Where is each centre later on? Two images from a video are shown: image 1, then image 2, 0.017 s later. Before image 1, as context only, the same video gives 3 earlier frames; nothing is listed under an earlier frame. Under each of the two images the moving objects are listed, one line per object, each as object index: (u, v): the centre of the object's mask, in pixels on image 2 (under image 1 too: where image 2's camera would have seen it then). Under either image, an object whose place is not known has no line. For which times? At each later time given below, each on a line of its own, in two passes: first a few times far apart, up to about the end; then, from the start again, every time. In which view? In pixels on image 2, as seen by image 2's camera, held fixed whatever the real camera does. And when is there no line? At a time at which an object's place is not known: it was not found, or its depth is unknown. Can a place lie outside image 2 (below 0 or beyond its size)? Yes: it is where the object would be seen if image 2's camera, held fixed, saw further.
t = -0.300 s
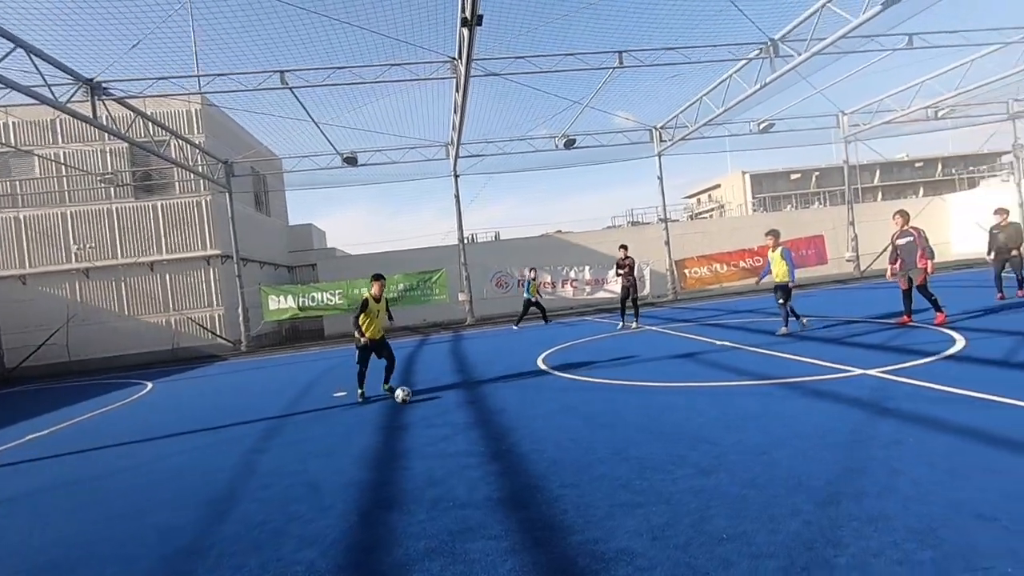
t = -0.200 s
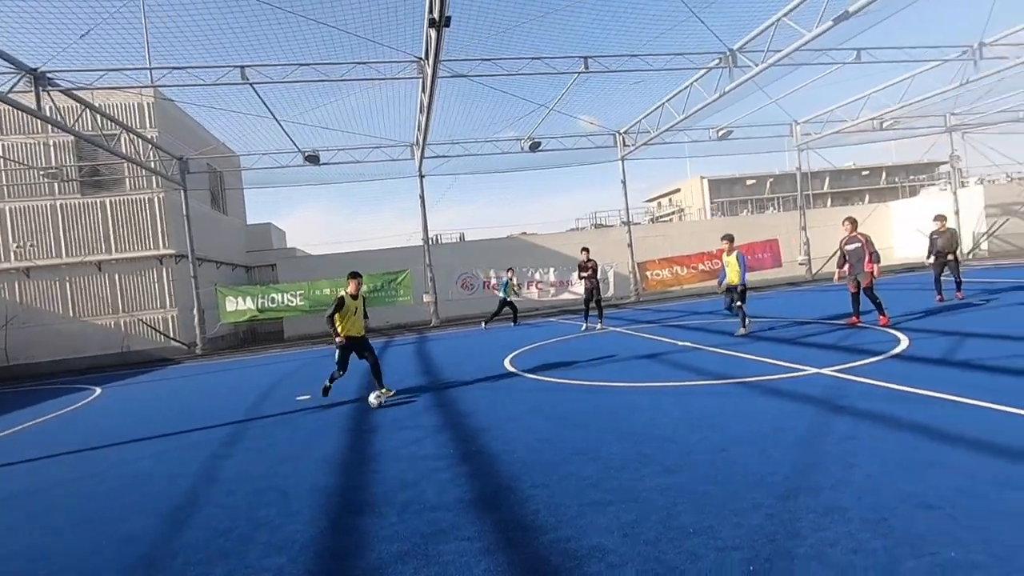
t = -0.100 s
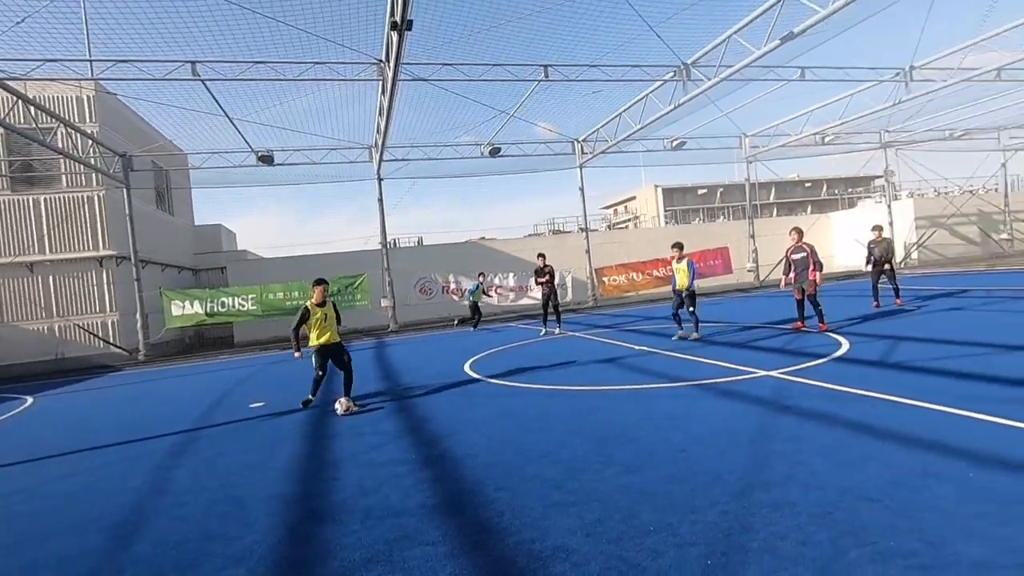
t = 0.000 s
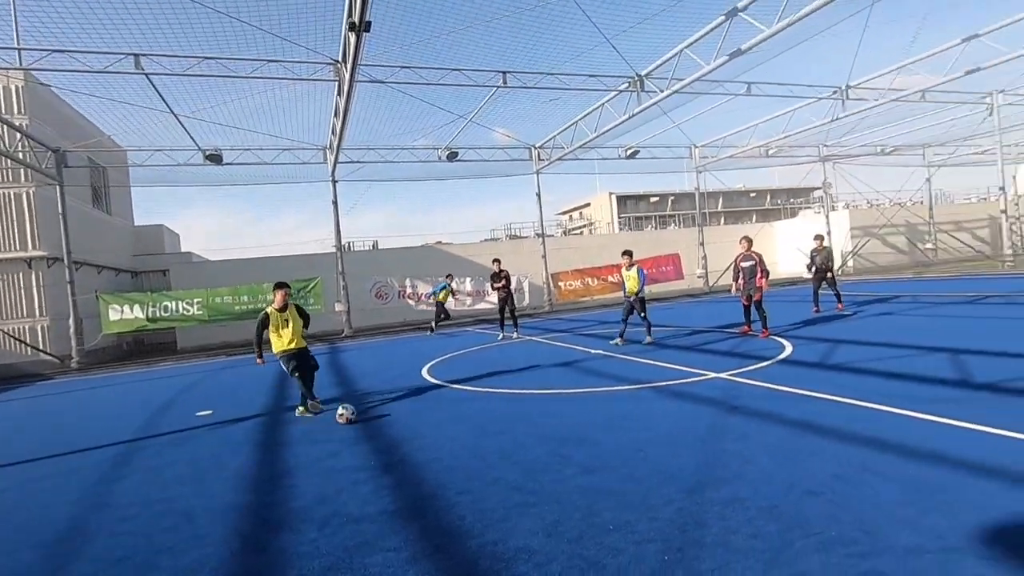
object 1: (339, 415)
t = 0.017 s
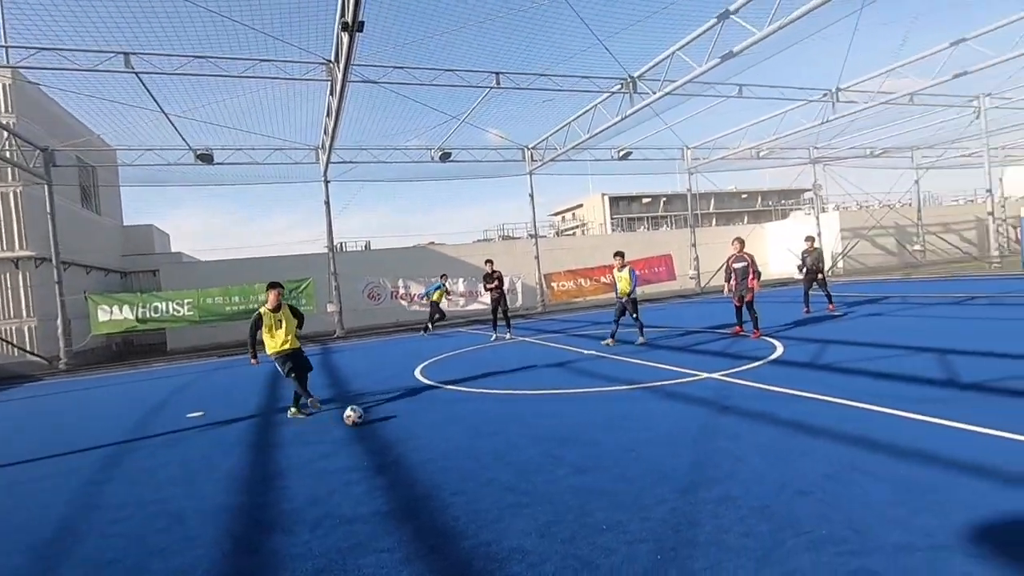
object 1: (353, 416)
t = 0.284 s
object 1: (637, 420)
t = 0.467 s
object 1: (869, 421)
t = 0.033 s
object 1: (369, 417)
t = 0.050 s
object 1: (385, 417)
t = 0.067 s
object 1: (400, 416)
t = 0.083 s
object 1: (417, 417)
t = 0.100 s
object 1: (434, 417)
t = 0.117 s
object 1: (451, 418)
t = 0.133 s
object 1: (468, 418)
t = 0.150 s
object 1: (486, 418)
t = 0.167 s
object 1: (504, 419)
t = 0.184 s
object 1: (523, 419)
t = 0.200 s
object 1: (541, 419)
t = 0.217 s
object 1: (560, 419)
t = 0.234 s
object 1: (579, 420)
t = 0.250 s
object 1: (598, 420)
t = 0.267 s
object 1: (618, 420)
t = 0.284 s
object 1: (637, 420)
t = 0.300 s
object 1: (656, 419)
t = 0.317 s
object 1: (676, 419)
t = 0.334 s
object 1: (697, 419)
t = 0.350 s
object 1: (718, 419)
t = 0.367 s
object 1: (739, 419)
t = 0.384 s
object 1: (761, 420)
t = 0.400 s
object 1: (781, 420)
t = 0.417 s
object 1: (803, 419)
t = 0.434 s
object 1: (824, 420)
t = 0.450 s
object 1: (847, 420)
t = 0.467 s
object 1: (869, 421)
